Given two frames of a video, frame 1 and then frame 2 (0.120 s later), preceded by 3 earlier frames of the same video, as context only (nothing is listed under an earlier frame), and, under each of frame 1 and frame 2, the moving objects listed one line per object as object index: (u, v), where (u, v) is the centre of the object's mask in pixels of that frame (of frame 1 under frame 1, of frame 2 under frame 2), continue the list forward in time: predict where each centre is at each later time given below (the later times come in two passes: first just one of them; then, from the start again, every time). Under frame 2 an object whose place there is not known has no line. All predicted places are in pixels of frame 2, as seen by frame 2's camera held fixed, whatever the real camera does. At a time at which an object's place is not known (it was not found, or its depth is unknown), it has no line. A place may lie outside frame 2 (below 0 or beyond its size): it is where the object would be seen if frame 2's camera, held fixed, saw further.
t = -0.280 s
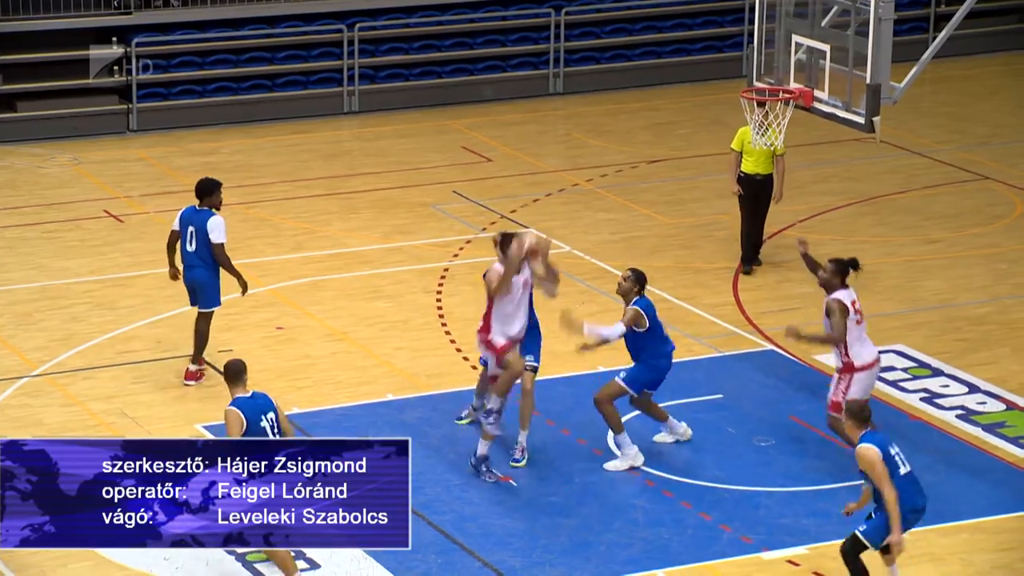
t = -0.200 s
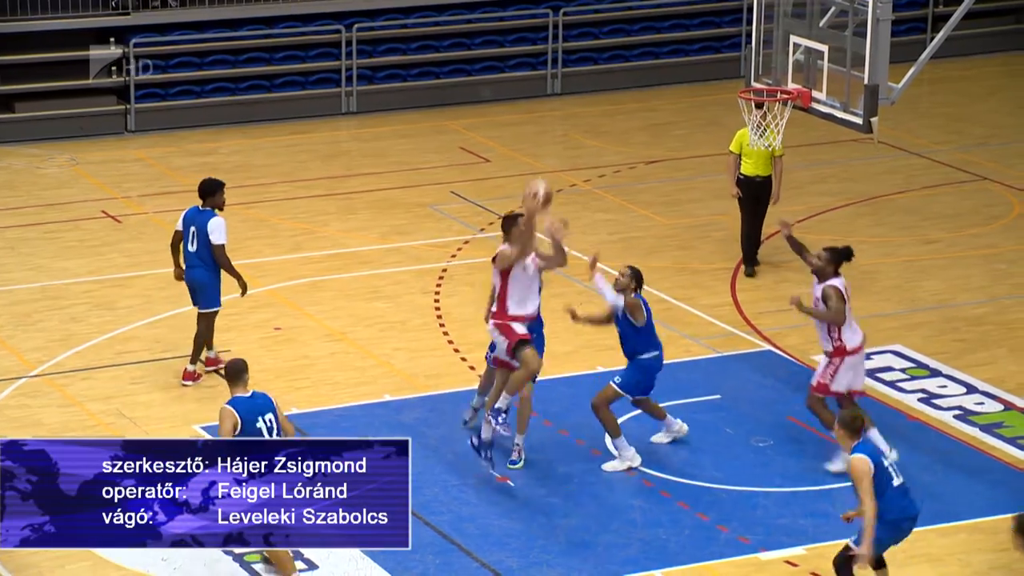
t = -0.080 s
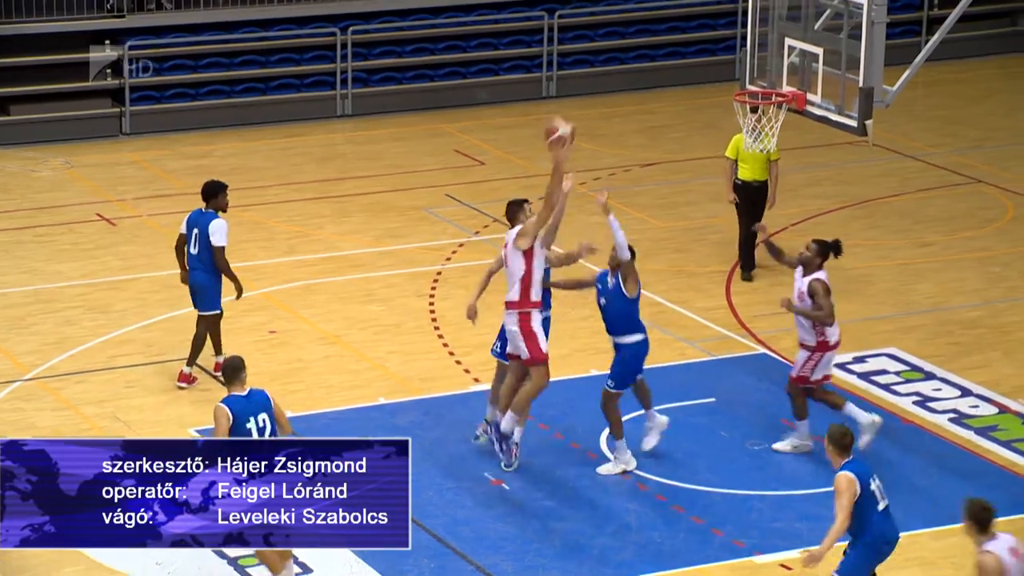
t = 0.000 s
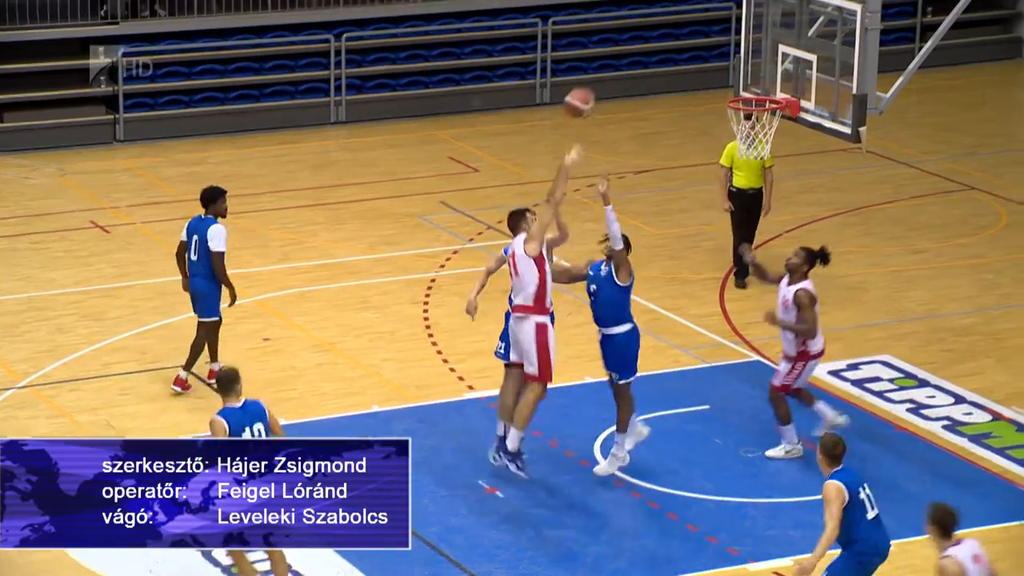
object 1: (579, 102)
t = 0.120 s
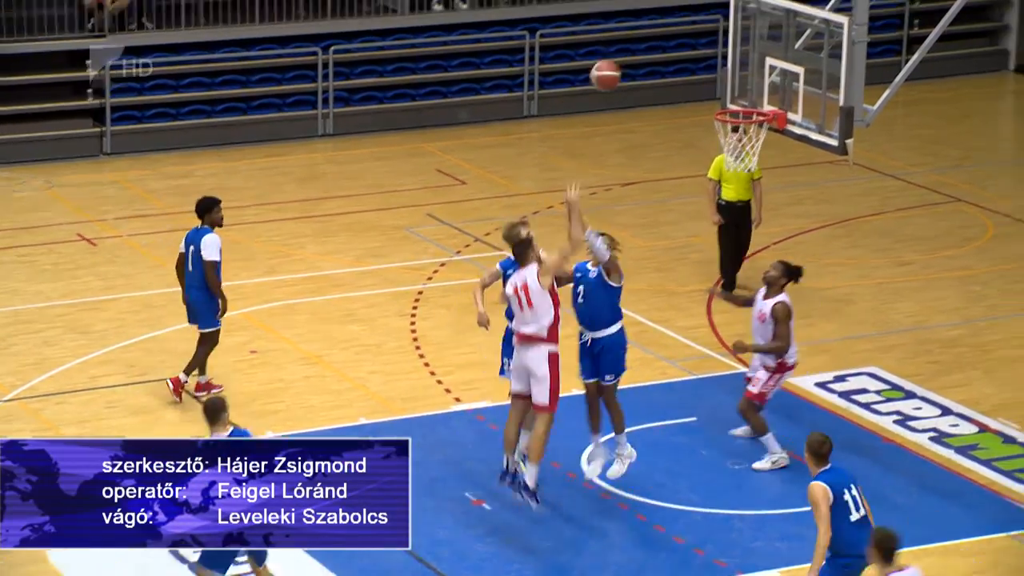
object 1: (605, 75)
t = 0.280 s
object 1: (654, 48)
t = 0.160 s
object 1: (618, 65)
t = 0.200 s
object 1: (630, 58)
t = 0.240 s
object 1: (642, 52)
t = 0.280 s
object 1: (654, 48)
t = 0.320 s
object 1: (667, 46)
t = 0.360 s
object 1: (679, 46)
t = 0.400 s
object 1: (690, 48)
